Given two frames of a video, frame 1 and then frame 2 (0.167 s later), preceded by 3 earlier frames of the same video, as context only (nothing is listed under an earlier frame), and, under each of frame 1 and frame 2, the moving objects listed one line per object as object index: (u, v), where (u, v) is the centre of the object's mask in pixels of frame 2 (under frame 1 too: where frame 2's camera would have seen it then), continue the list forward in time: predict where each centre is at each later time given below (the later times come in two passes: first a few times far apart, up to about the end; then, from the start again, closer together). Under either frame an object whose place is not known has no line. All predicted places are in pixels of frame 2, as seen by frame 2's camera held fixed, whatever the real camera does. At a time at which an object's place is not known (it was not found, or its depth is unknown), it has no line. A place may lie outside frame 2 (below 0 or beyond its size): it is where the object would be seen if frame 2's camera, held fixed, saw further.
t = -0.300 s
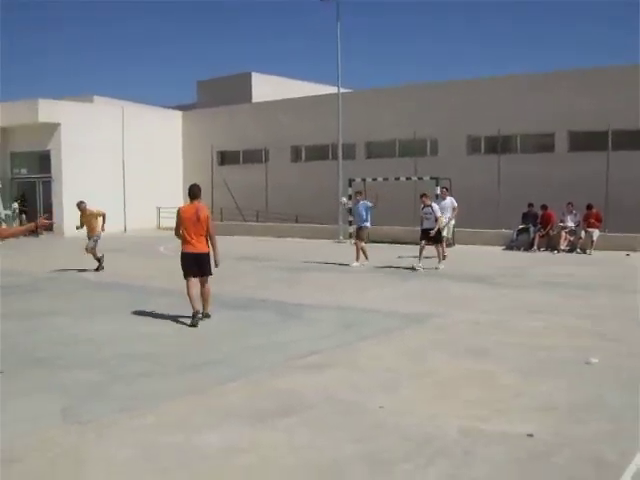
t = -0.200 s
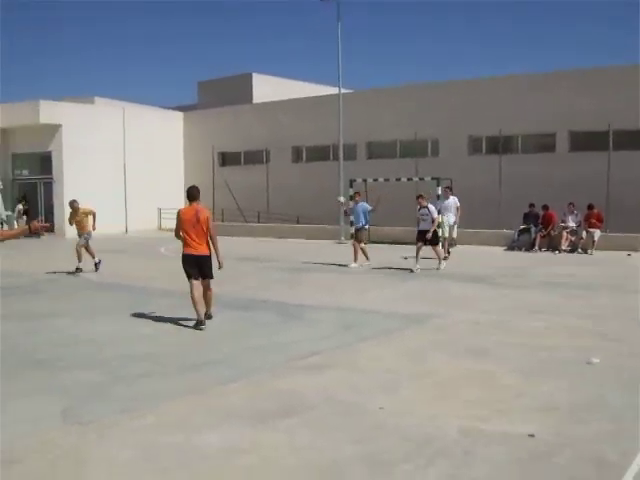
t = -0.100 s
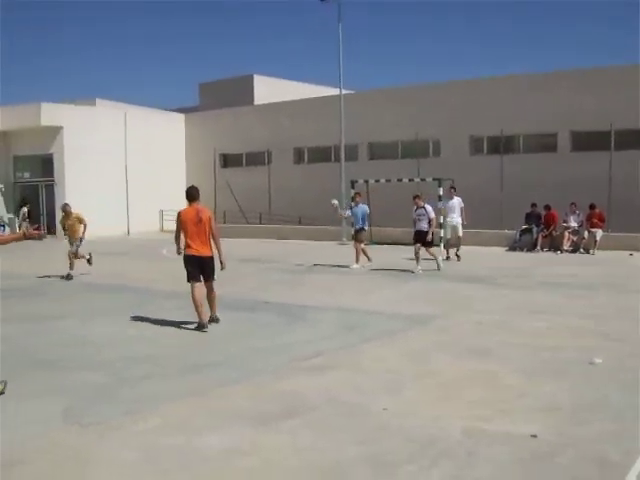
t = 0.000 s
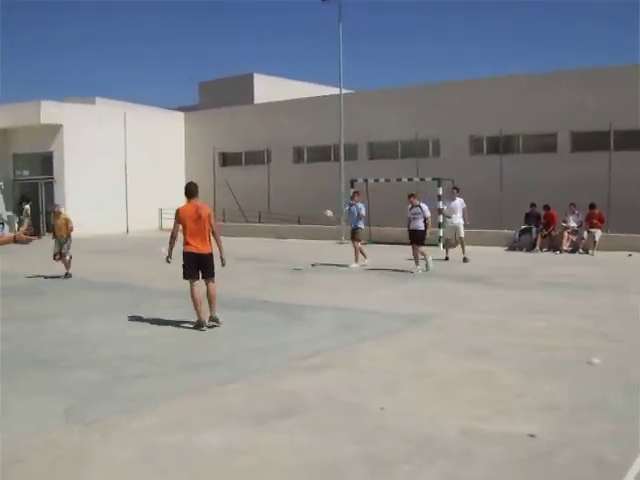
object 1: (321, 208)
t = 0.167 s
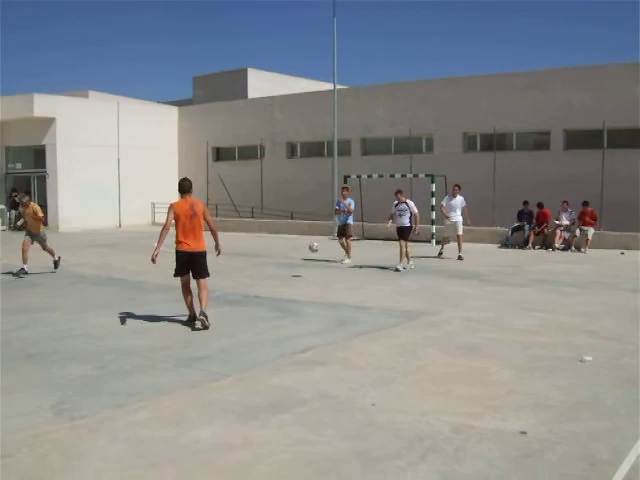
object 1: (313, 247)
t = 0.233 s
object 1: (310, 268)
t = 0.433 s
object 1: (301, 261)
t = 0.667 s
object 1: (285, 263)
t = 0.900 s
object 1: (265, 308)
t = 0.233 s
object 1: (310, 268)
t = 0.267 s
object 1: (309, 278)
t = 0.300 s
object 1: (307, 274)
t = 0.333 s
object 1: (305, 271)
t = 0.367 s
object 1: (304, 266)
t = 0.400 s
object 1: (302, 262)
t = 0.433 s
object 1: (301, 261)
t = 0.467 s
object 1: (299, 259)
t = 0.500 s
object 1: (297, 257)
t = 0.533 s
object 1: (295, 257)
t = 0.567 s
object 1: (293, 257)
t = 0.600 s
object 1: (290, 258)
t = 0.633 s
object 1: (288, 259)
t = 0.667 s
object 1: (285, 263)
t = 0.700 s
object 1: (283, 266)
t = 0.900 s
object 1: (265, 308)
